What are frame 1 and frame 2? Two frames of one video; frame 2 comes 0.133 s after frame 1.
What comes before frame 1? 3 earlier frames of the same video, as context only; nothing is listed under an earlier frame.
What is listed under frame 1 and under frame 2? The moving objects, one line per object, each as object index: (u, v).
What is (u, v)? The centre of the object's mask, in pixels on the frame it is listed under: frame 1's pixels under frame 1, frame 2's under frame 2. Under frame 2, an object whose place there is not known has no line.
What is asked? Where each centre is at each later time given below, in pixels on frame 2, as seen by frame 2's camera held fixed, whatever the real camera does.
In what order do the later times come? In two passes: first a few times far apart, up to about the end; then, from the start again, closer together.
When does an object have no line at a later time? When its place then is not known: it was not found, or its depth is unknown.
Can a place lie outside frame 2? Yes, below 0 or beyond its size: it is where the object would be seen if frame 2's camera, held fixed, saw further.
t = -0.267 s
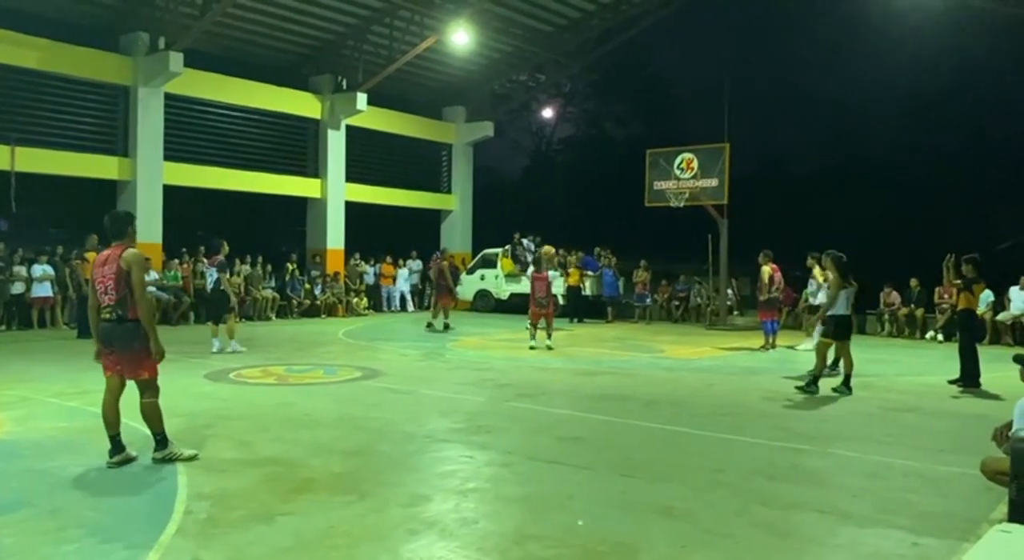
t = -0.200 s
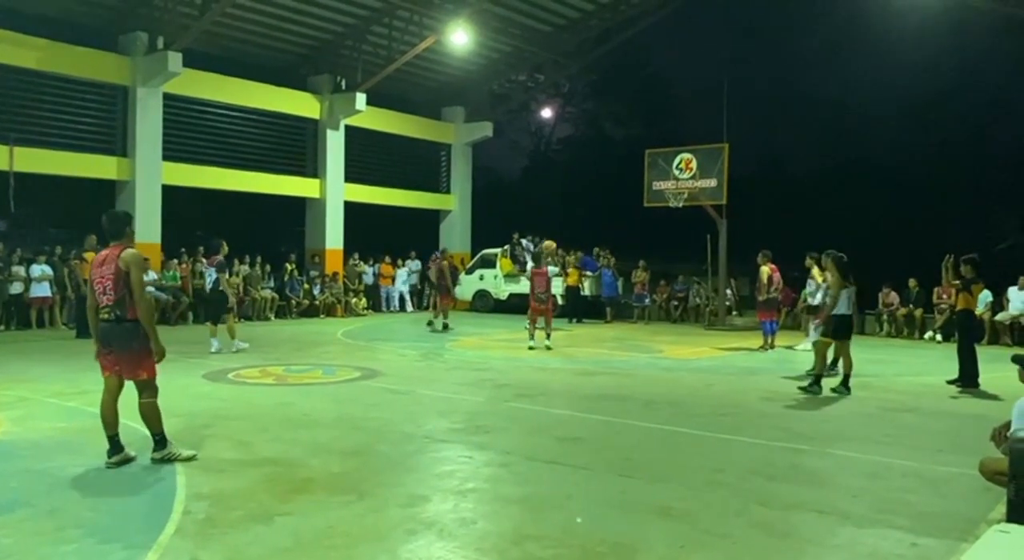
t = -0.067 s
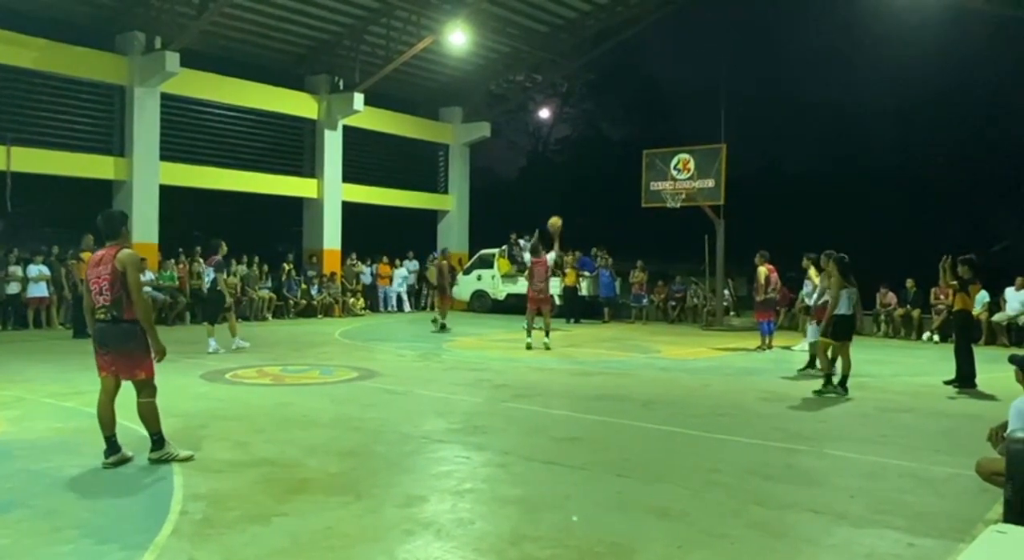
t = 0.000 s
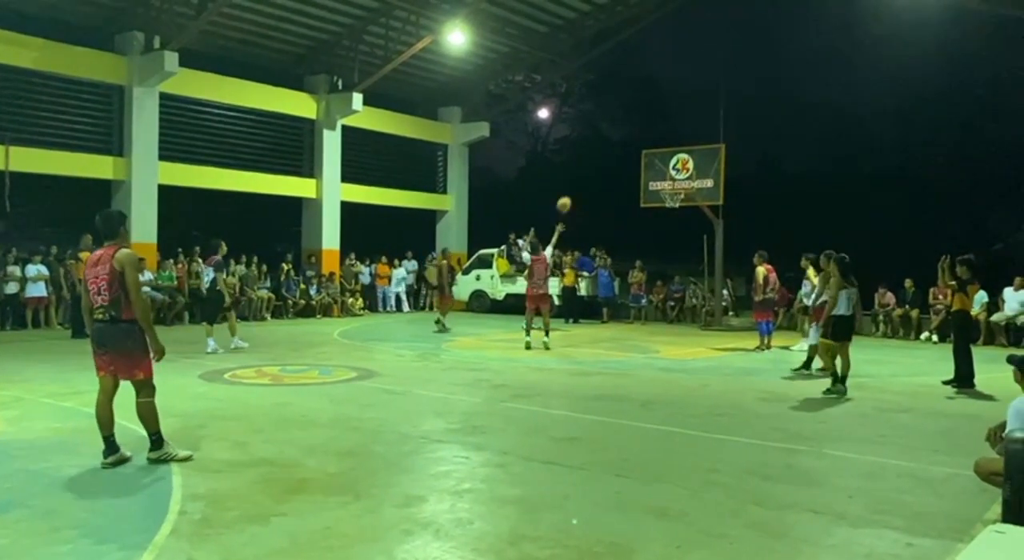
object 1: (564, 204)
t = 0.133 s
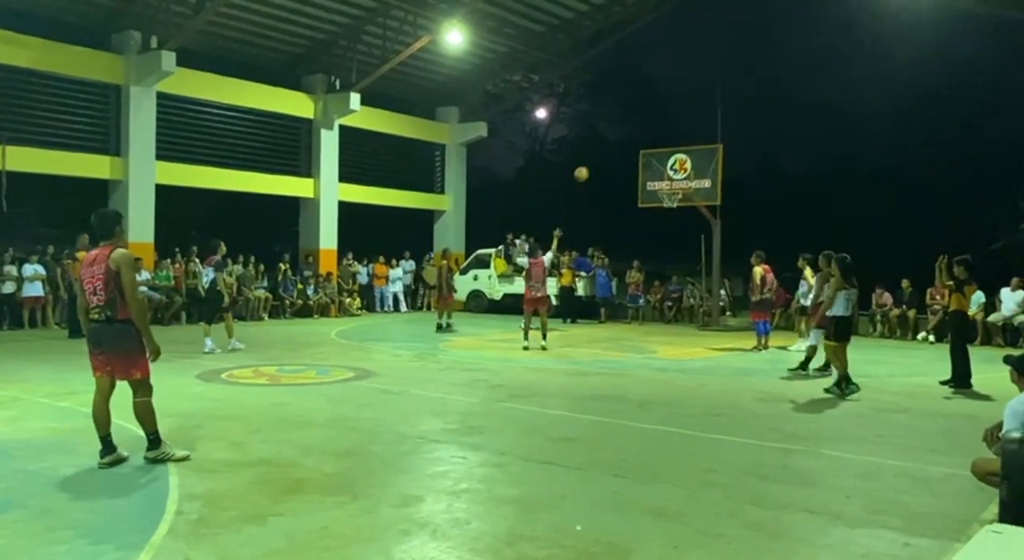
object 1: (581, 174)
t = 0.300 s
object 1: (604, 151)
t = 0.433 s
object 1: (620, 145)
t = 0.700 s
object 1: (650, 158)
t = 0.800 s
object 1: (660, 170)
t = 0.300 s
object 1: (604, 151)
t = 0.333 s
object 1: (608, 149)
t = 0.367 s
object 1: (612, 147)
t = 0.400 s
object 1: (616, 146)
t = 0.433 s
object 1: (620, 145)
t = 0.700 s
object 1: (650, 158)
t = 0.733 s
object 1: (654, 161)
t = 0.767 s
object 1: (657, 165)
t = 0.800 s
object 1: (660, 170)
